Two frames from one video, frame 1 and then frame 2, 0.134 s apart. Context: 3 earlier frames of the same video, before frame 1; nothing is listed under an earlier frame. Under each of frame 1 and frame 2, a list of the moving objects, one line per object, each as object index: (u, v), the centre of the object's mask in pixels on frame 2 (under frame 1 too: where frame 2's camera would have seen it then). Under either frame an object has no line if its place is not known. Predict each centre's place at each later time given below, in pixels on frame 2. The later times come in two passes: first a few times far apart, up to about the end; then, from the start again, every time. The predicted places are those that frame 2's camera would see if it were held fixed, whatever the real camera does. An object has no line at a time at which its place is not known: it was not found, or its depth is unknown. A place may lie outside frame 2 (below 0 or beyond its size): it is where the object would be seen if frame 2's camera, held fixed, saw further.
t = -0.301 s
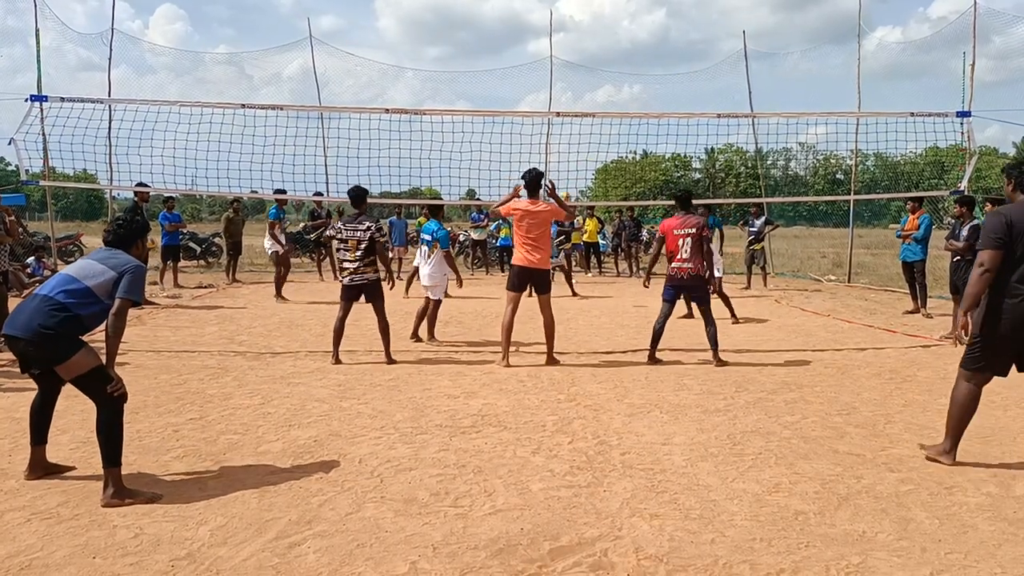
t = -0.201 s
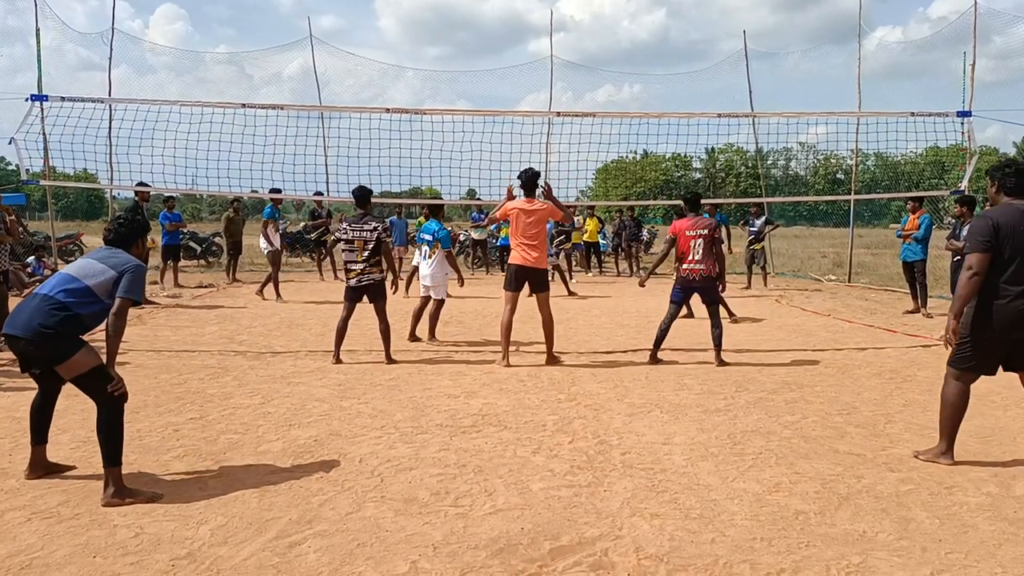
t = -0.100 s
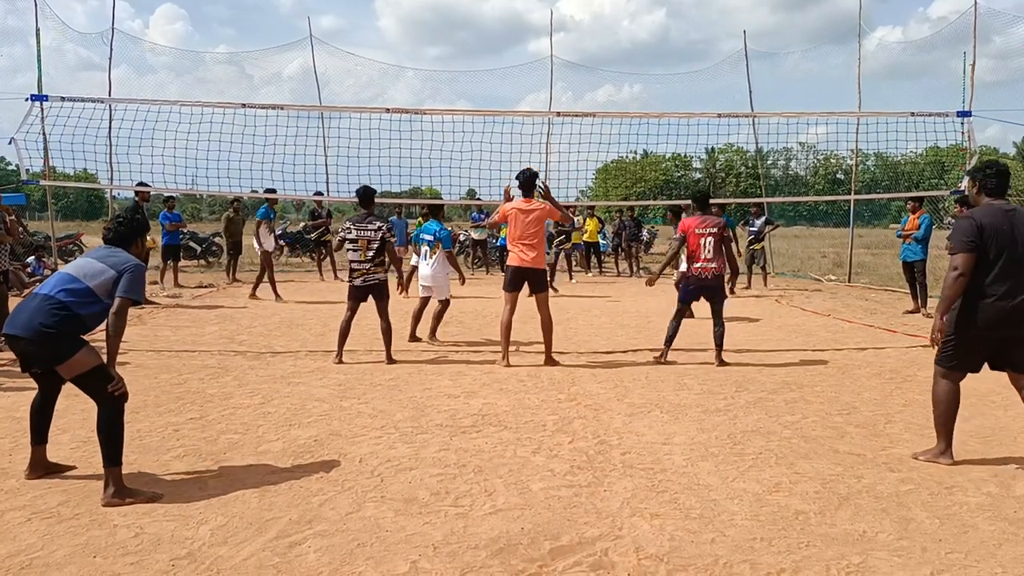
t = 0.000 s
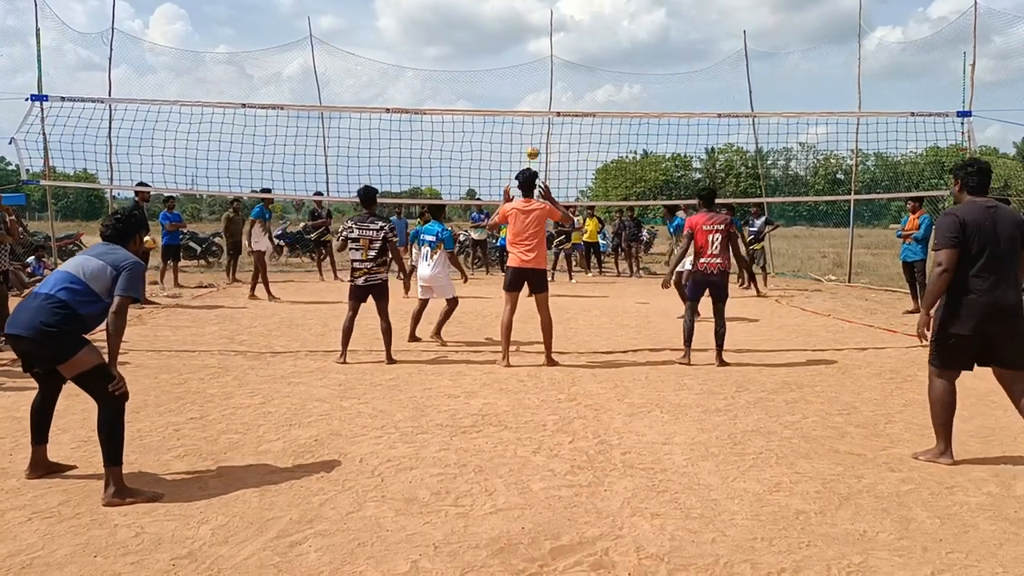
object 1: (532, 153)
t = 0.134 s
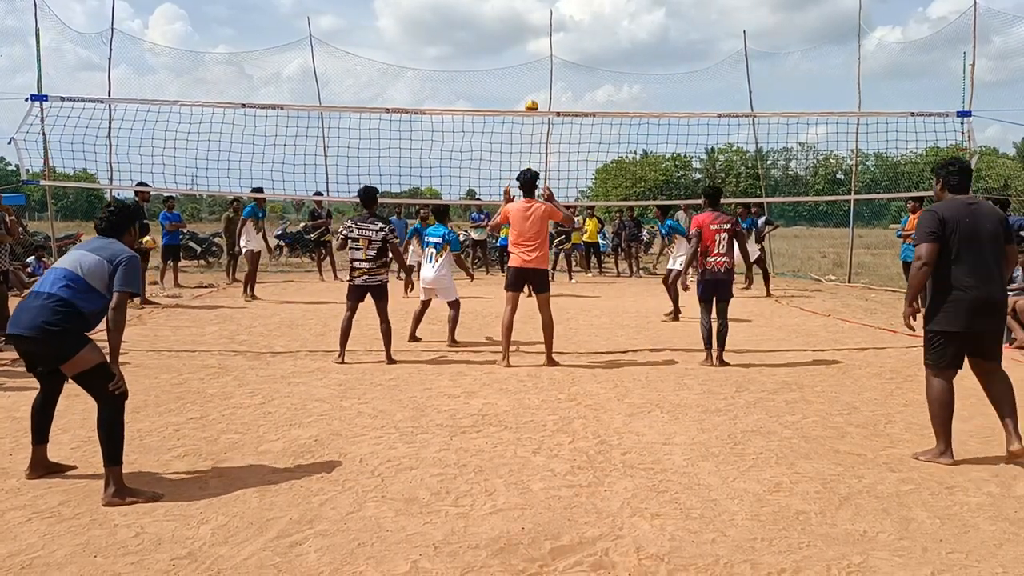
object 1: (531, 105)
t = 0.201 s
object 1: (531, 87)
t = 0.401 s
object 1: (528, 40)
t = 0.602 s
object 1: (525, 17)
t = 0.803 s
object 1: (520, 23)
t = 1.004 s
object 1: (515, 62)
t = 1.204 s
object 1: (509, 137)
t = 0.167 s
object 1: (531, 97)
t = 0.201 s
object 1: (531, 87)
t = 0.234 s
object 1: (530, 78)
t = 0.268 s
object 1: (530, 69)
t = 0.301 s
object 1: (529, 61)
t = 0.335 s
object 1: (529, 53)
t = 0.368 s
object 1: (529, 46)
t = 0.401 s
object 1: (528, 40)
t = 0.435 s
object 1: (527, 35)
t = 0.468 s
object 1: (527, 30)
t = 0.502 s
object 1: (526, 26)
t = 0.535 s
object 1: (525, 22)
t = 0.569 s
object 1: (525, 20)
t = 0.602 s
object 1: (525, 17)
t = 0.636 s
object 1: (524, 16)
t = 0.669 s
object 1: (523, 16)
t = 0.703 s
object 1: (522, 17)
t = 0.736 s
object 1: (522, 18)
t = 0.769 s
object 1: (521, 21)
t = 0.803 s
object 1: (520, 23)
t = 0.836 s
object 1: (519, 27)
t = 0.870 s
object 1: (519, 32)
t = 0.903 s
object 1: (518, 38)
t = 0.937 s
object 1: (517, 45)
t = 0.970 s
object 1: (516, 53)
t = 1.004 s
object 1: (515, 62)
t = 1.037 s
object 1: (514, 72)
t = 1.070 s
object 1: (513, 83)
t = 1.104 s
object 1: (512, 95)
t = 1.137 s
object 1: (511, 105)
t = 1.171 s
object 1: (510, 123)
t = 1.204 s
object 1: (509, 137)
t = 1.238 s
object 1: (507, 154)
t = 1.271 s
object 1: (506, 172)
